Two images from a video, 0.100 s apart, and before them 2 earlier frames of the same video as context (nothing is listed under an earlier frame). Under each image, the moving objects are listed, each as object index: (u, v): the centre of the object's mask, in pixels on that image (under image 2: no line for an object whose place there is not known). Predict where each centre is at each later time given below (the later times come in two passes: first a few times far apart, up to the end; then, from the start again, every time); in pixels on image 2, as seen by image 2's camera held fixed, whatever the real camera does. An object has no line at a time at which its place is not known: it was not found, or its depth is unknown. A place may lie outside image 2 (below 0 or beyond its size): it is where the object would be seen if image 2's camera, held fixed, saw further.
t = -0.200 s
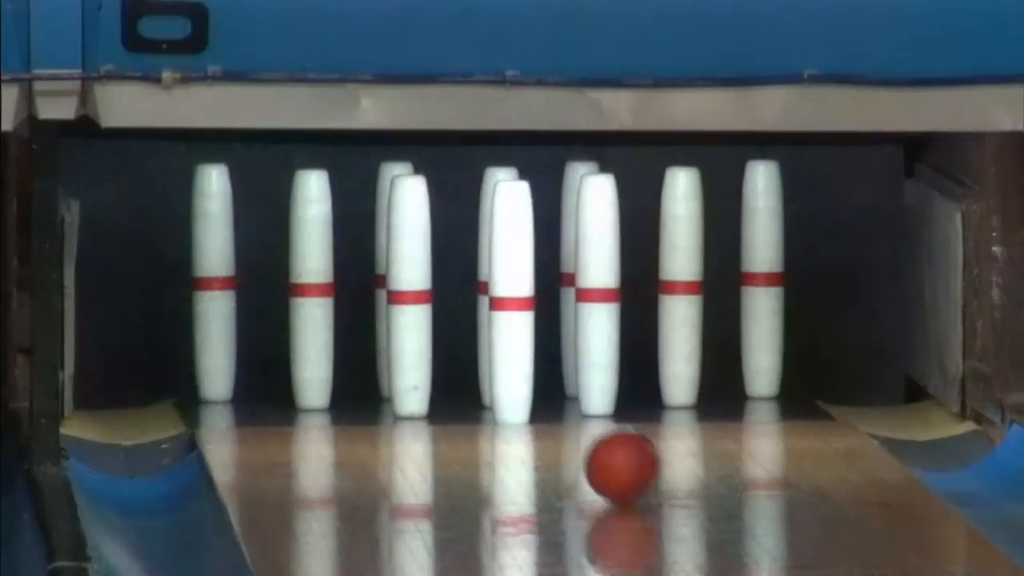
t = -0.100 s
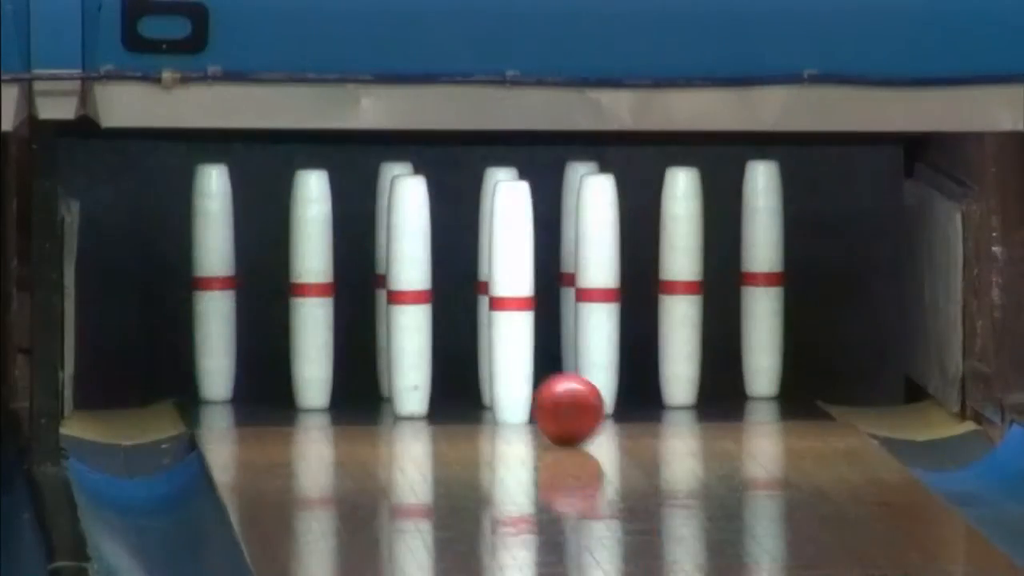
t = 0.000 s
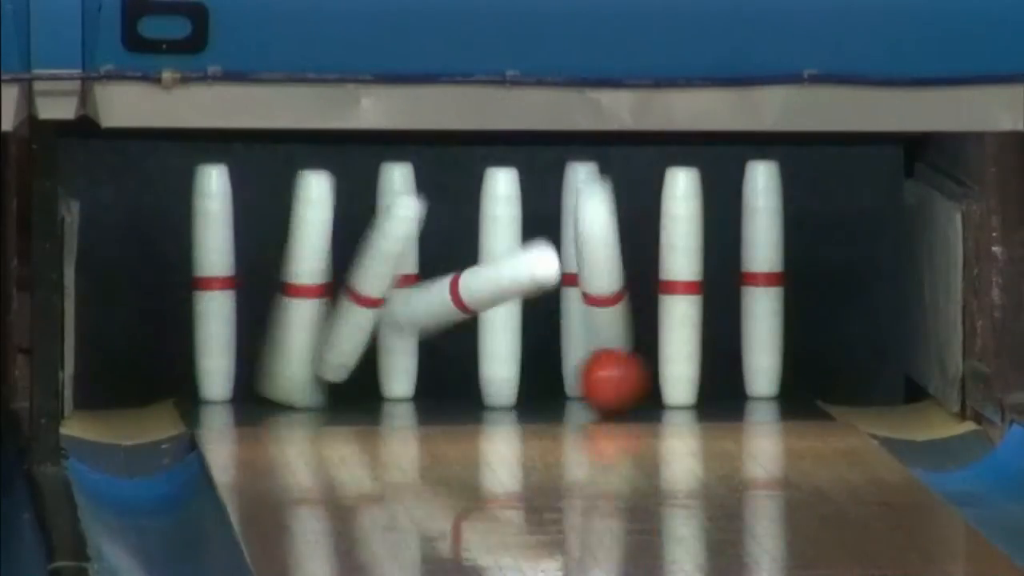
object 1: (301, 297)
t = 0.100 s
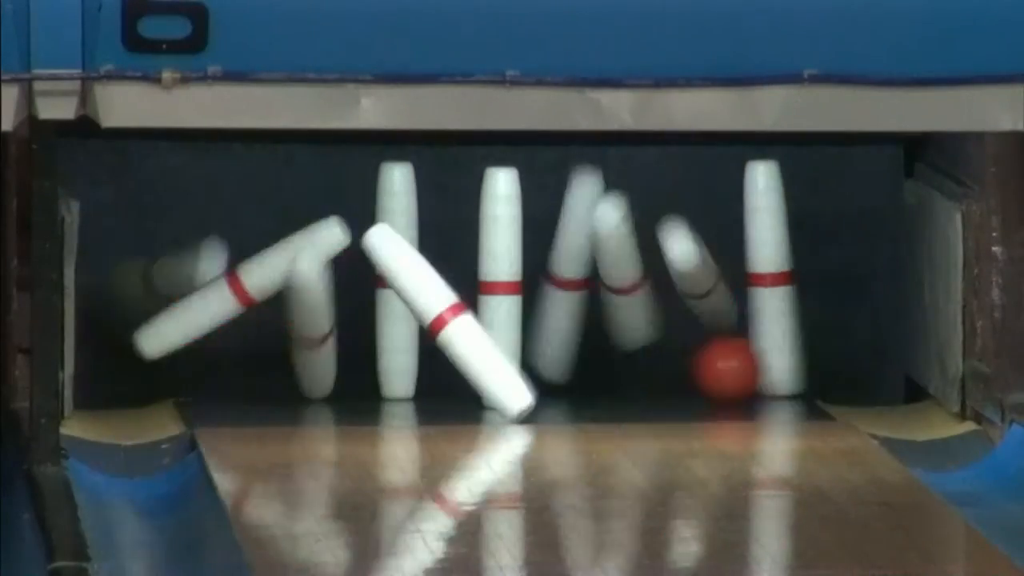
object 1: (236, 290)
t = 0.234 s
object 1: (172, 350)
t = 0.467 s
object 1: (142, 345)
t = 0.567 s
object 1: (164, 361)
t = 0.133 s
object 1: (227, 297)
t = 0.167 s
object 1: (214, 312)
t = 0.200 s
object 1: (197, 334)
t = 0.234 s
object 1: (172, 350)
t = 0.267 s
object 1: (145, 366)
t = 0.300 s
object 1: (120, 387)
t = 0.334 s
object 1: (117, 372)
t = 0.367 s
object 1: (116, 358)
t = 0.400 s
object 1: (123, 352)
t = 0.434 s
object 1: (132, 345)
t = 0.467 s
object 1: (142, 345)
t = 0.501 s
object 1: (152, 346)
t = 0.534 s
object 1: (158, 352)
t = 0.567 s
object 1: (164, 361)
